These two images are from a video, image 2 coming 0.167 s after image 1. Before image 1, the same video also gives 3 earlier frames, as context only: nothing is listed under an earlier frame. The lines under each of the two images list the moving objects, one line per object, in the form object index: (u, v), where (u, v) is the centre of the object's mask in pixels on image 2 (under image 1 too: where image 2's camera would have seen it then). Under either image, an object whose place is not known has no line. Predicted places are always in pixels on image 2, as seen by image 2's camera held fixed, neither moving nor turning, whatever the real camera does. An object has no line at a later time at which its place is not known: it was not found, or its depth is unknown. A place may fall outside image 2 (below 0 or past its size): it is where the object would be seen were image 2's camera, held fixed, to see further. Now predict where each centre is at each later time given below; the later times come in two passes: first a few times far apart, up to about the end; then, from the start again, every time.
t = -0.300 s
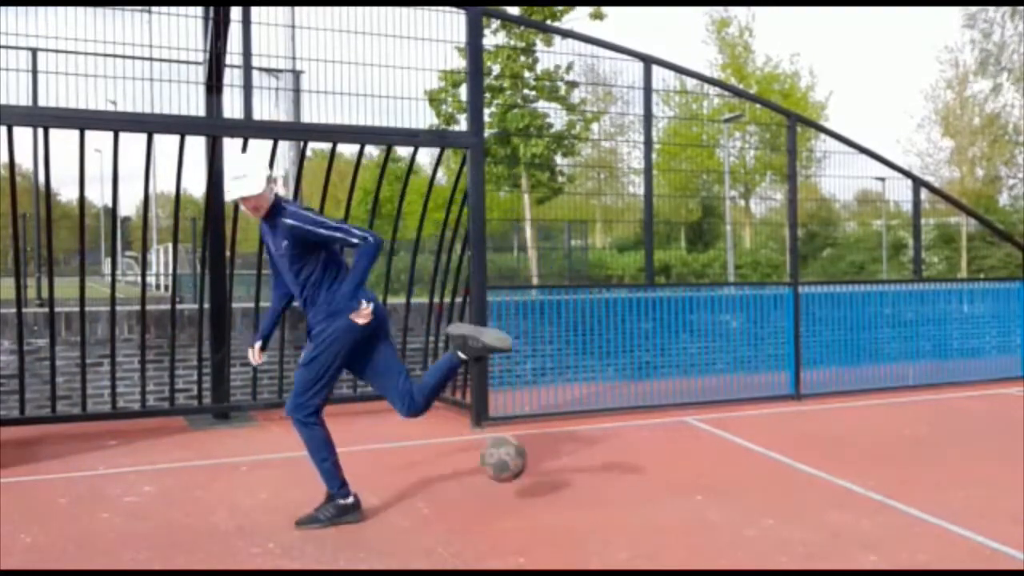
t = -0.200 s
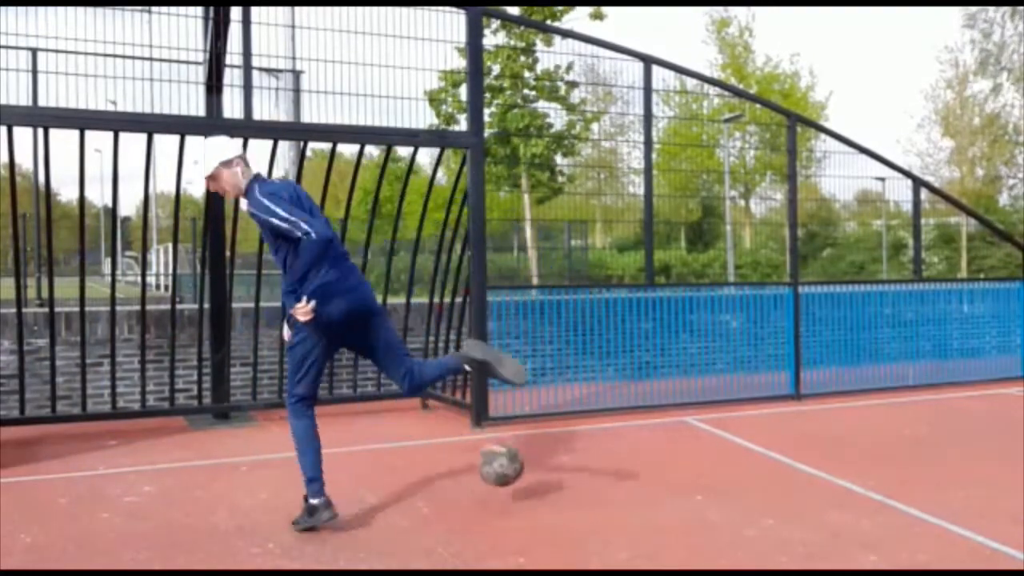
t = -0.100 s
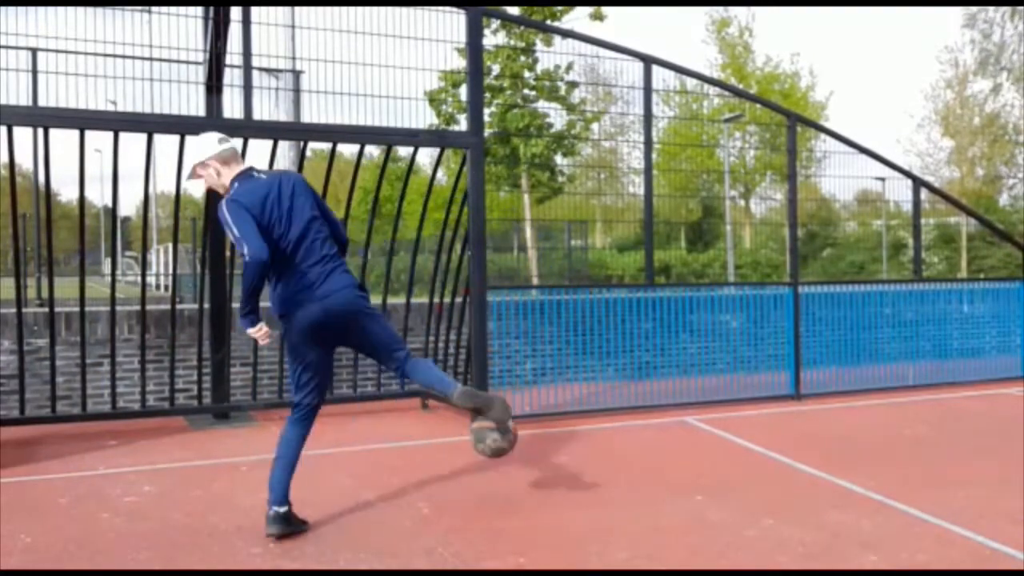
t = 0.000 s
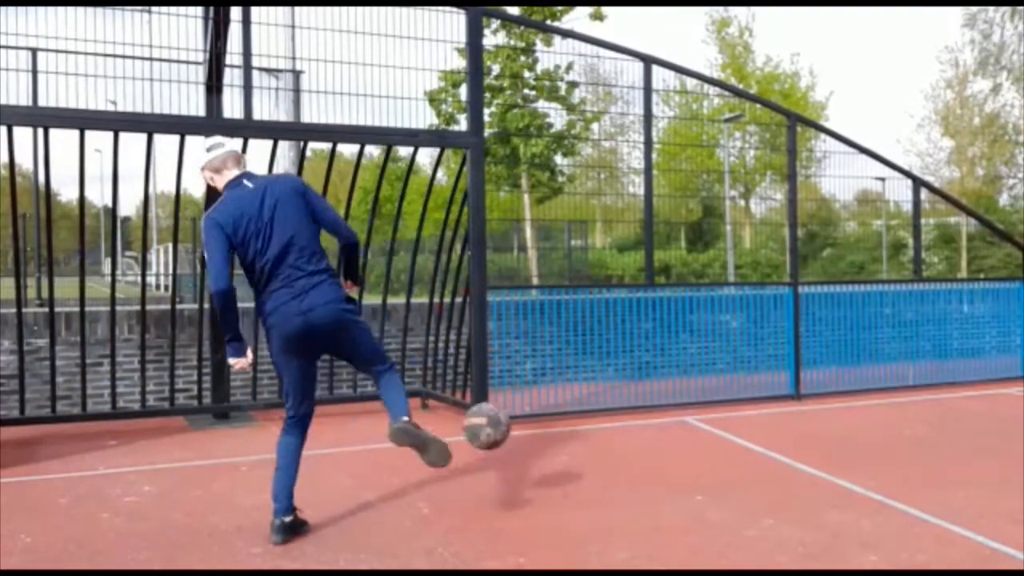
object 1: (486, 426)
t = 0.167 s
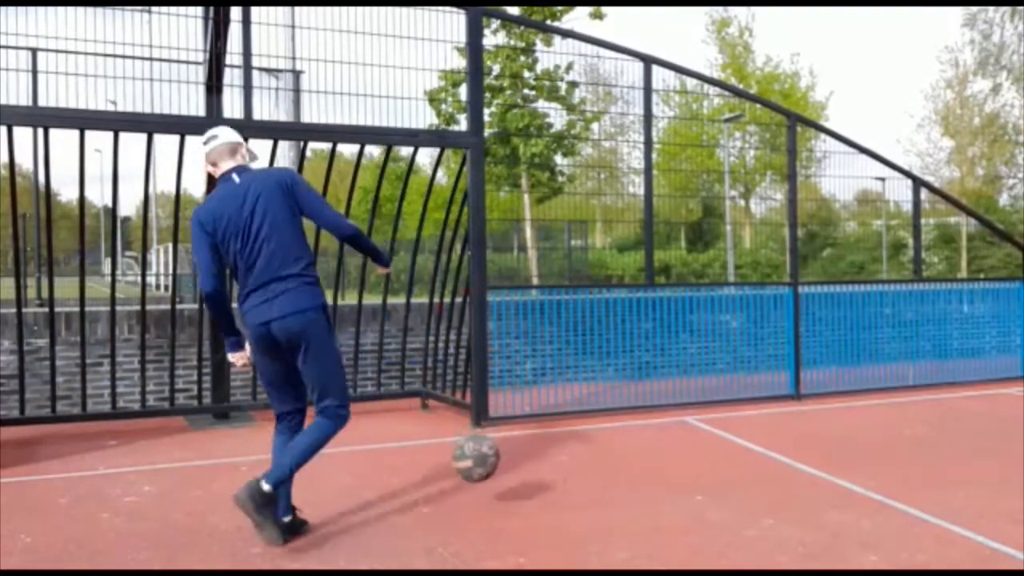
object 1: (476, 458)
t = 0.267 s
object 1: (469, 482)
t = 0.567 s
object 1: (450, 459)
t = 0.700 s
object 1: (442, 489)
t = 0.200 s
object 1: (474, 471)
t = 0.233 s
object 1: (471, 487)
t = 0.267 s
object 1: (469, 482)
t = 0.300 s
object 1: (467, 470)
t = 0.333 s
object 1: (465, 461)
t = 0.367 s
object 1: (463, 455)
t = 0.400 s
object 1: (460, 449)
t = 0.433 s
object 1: (459, 447)
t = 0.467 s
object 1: (457, 447)
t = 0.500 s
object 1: (455, 449)
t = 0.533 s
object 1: (452, 454)
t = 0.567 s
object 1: (450, 459)
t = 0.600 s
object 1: (448, 469)
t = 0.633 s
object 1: (446, 481)
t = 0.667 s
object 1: (444, 497)
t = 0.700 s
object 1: (442, 489)
